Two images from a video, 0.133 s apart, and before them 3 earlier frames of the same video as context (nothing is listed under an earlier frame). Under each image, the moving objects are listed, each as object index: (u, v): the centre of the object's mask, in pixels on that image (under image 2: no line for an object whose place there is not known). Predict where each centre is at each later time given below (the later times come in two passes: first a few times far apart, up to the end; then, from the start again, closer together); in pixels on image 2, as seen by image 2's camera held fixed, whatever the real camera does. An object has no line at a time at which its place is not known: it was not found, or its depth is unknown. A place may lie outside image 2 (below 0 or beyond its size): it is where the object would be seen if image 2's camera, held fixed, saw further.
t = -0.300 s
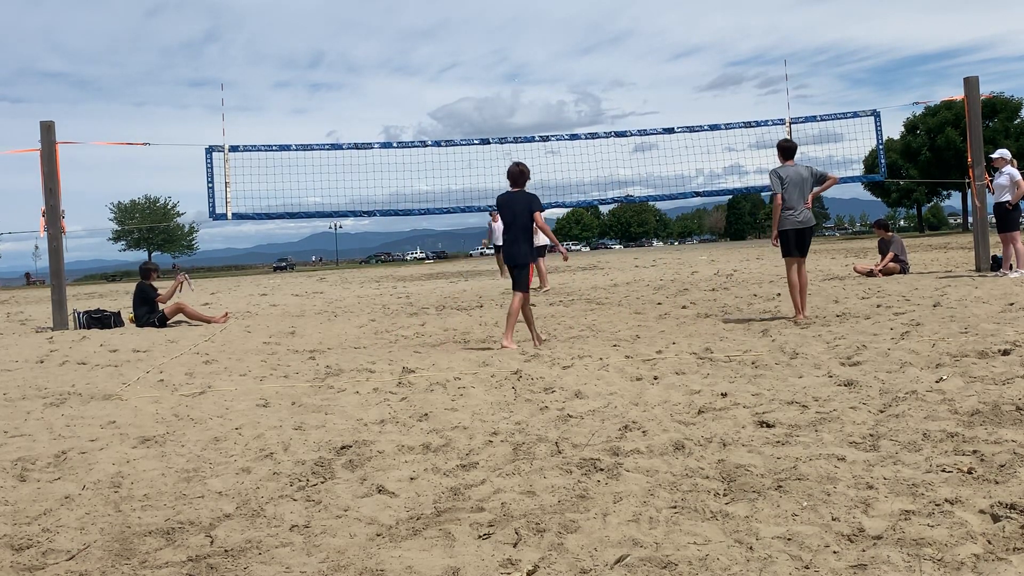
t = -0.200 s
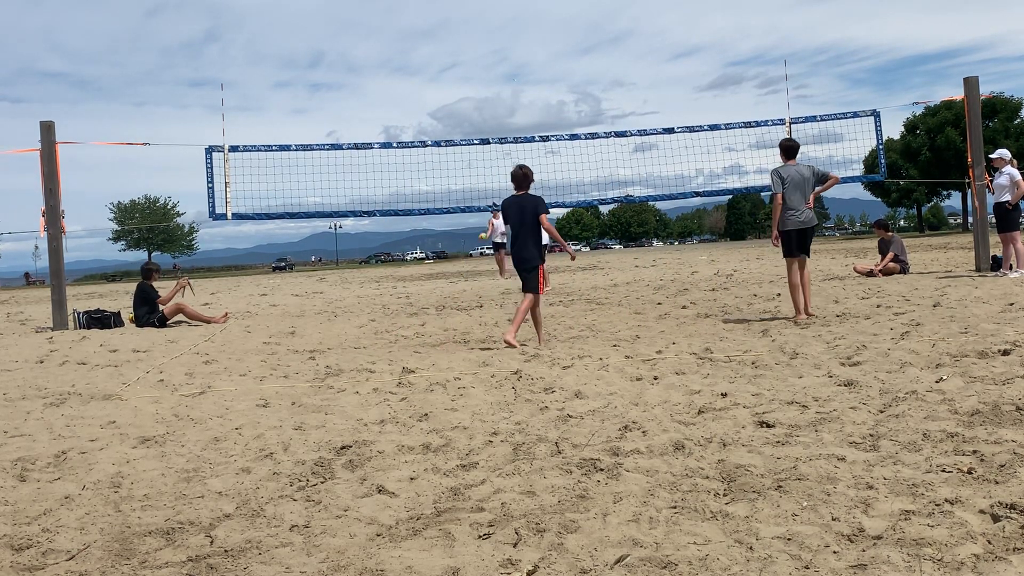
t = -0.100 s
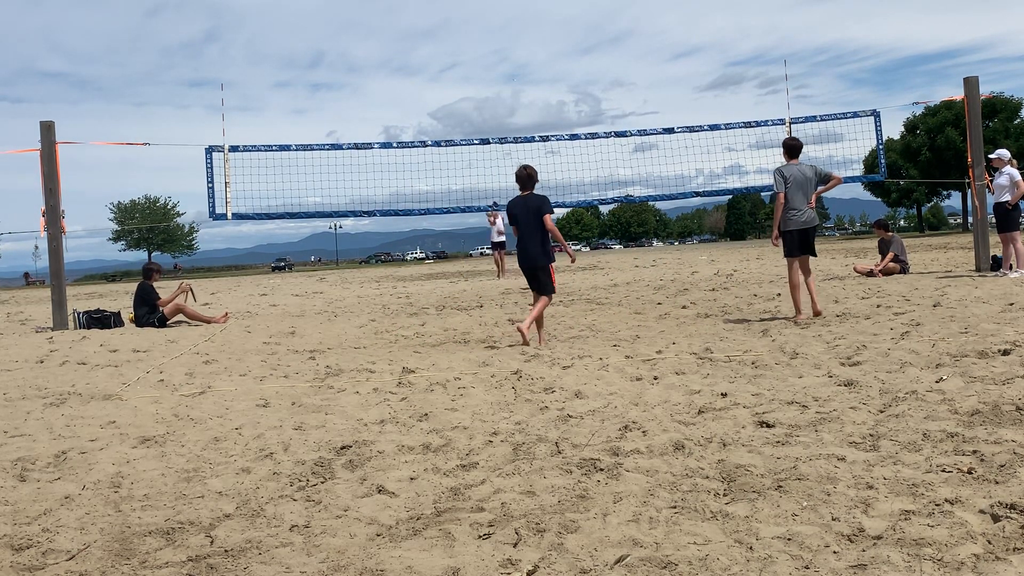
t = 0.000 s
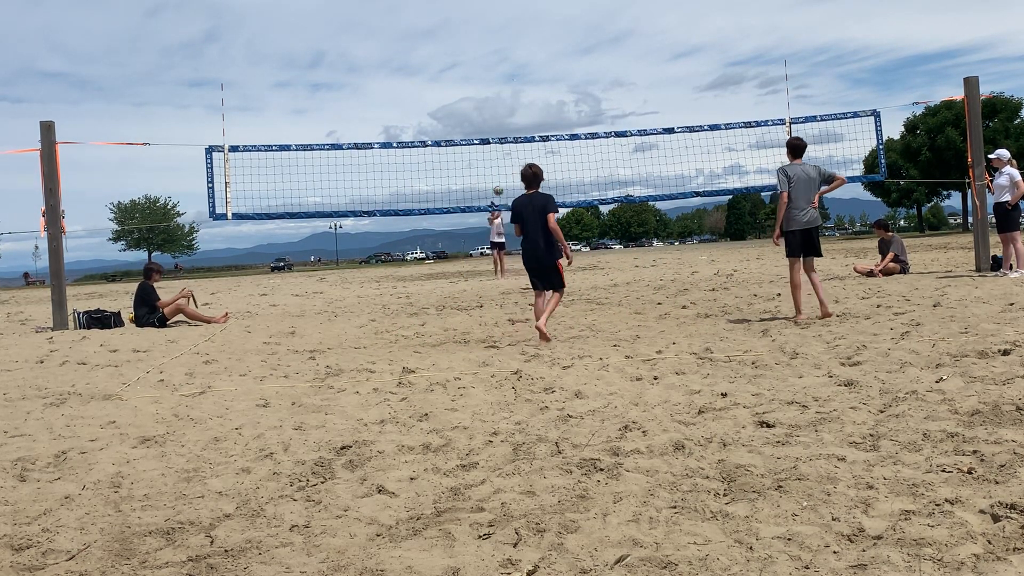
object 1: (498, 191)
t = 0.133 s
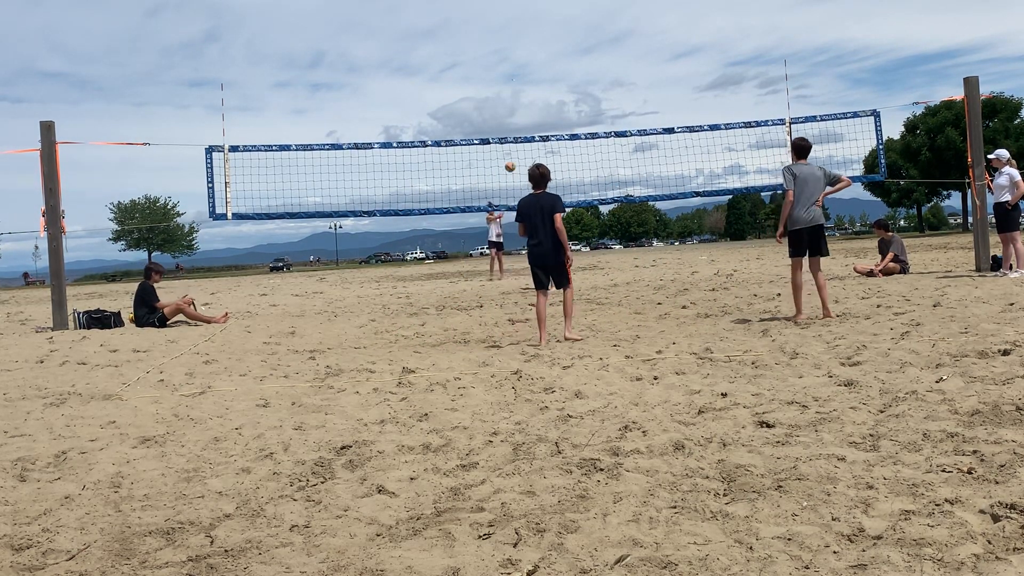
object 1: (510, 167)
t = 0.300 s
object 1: (527, 148)
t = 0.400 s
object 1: (539, 144)
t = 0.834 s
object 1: (603, 186)
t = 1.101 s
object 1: (656, 283)
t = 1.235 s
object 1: (681, 272)
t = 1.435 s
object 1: (726, 263)
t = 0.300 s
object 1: (527, 148)
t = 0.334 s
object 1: (531, 147)
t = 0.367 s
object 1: (535, 145)
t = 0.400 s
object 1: (539, 144)
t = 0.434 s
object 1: (543, 144)
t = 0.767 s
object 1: (591, 171)
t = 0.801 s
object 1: (596, 178)
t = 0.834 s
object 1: (603, 186)
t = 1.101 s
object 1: (656, 283)
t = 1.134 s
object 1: (662, 286)
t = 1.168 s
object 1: (668, 281)
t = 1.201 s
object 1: (675, 276)
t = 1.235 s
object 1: (681, 272)
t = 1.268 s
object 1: (688, 268)
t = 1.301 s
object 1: (696, 265)
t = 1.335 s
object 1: (703, 263)
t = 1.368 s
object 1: (710, 263)
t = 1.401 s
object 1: (718, 262)
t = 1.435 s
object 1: (726, 263)
